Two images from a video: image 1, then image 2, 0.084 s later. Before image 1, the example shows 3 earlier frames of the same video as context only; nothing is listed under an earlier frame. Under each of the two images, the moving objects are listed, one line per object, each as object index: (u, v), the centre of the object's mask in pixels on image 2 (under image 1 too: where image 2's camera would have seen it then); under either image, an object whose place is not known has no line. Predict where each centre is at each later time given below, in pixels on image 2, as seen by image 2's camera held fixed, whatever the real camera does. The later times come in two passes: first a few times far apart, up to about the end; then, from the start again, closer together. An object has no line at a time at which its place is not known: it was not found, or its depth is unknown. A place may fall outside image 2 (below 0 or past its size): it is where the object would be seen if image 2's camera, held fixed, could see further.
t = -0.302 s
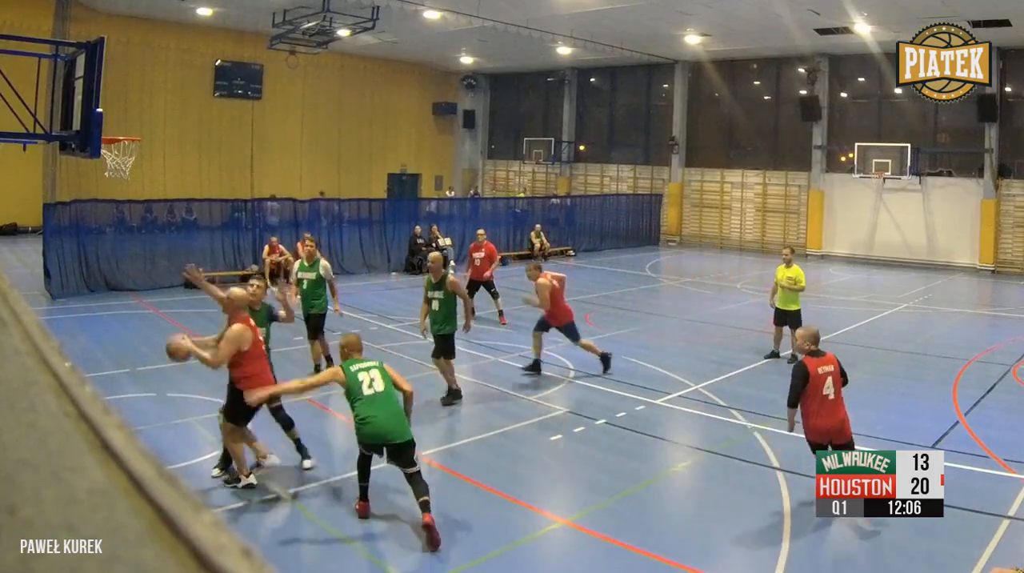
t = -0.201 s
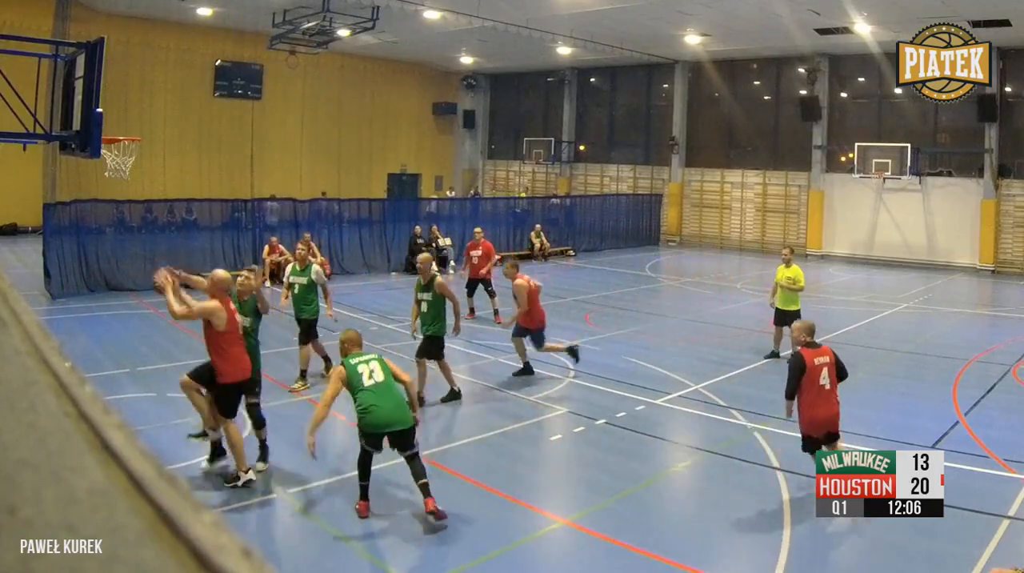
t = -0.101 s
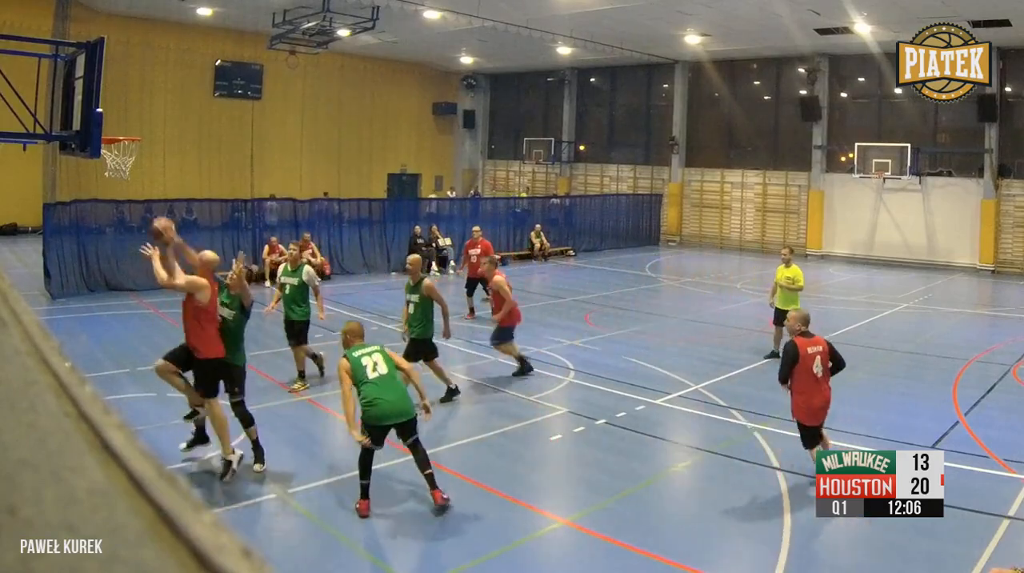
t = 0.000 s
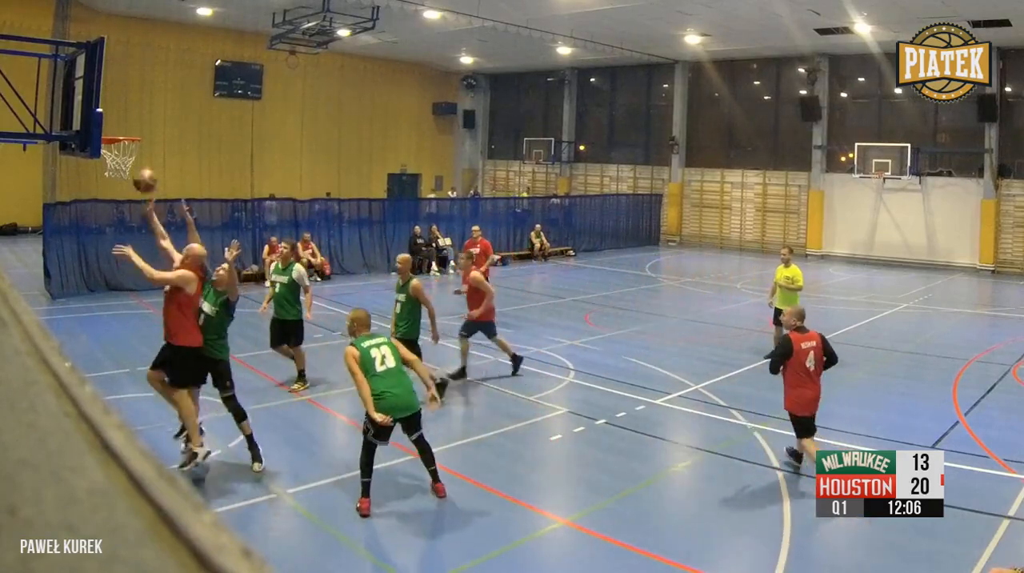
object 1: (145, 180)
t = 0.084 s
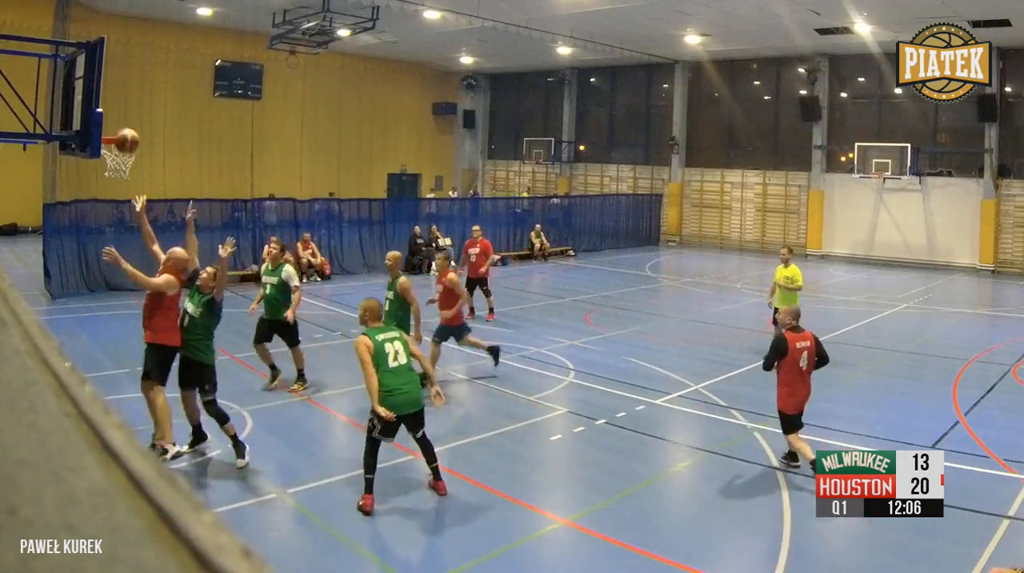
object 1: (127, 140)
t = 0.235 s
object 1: (107, 102)
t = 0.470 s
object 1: (117, 121)
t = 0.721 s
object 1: (126, 170)
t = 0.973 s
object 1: (127, 231)
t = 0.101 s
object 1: (124, 134)
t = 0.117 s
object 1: (120, 128)
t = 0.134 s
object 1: (118, 124)
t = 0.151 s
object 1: (115, 119)
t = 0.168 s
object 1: (112, 115)
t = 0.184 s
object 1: (112, 111)
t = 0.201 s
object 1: (109, 107)
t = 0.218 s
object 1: (107, 104)
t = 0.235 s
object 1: (107, 102)
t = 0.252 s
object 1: (107, 102)
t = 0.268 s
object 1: (108, 101)
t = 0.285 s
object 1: (108, 101)
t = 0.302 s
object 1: (109, 102)
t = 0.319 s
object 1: (110, 103)
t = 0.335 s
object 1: (111, 104)
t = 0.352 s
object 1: (111, 105)
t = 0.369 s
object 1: (112, 106)
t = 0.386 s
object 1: (112, 108)
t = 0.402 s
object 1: (113, 110)
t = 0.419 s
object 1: (114, 113)
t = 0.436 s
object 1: (115, 115)
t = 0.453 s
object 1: (116, 118)
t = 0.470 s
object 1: (117, 121)
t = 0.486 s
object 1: (119, 124)
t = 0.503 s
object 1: (119, 127)
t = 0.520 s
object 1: (121, 129)
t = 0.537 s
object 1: (122, 131)
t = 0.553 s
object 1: (123, 140)
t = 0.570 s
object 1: (124, 144)
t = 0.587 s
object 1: (125, 147)
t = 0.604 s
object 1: (125, 149)
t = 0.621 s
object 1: (126, 158)
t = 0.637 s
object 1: (126, 162)
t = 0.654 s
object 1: (126, 163)
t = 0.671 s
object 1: (126, 164)
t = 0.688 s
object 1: (126, 166)
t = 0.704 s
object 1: (126, 168)
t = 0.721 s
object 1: (126, 170)
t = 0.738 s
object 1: (126, 174)
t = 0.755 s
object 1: (125, 176)
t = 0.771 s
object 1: (126, 179)
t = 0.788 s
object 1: (126, 181)
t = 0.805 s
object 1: (126, 184)
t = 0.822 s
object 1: (126, 188)
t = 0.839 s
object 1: (126, 191)
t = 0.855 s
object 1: (125, 195)
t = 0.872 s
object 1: (125, 200)
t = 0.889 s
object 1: (125, 204)
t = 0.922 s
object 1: (126, 214)
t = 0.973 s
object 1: (127, 231)
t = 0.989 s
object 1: (126, 237)
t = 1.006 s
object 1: (126, 243)
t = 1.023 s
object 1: (126, 250)
